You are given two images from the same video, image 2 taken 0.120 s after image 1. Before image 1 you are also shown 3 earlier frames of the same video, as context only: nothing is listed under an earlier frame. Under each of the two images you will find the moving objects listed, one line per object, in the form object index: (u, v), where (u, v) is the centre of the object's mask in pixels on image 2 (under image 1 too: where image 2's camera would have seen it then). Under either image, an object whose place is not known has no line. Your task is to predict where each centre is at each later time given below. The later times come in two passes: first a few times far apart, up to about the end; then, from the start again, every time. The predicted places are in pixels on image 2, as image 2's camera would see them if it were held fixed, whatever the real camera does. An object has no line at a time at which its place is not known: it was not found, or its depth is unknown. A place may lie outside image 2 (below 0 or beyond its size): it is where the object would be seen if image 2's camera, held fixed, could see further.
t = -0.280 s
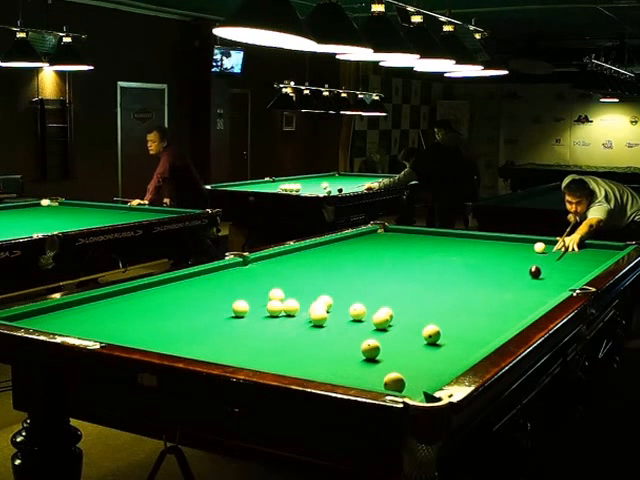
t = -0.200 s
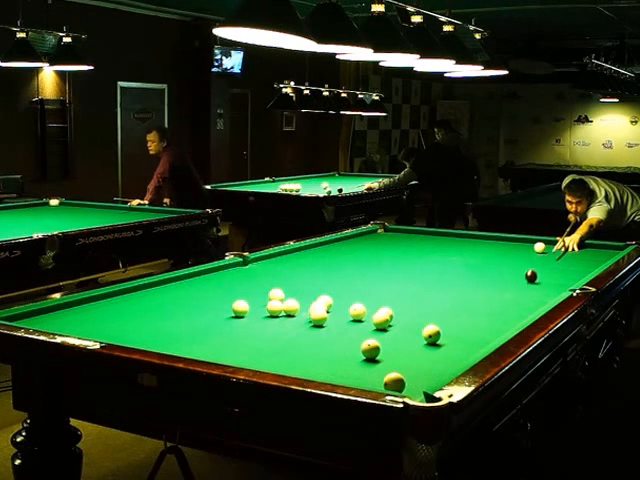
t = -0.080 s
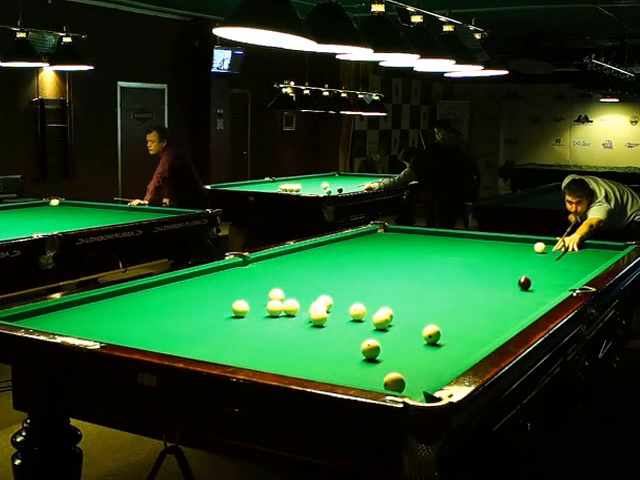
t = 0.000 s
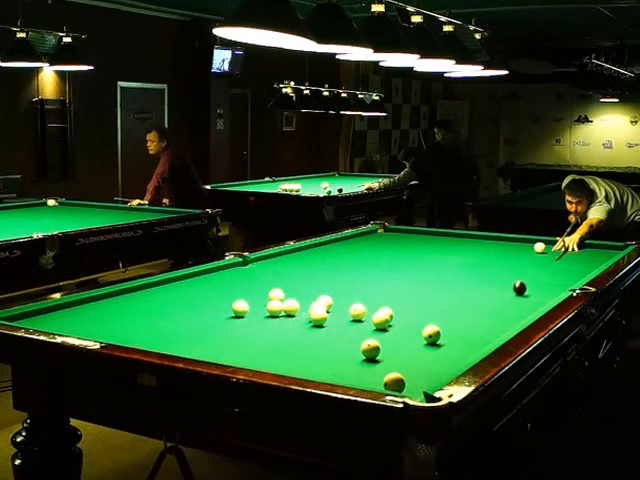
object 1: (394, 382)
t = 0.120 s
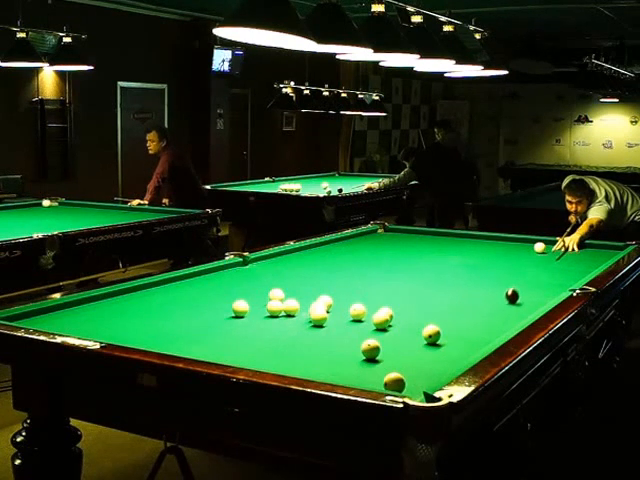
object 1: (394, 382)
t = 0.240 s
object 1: (394, 382)
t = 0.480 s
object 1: (394, 382)
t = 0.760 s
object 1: (394, 382)
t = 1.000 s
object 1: (394, 382)
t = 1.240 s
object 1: (378, 380)
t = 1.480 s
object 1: (362, 378)
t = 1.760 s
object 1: (346, 376)
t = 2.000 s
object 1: (333, 374)
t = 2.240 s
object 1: (321, 373)
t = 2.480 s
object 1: (314, 371)
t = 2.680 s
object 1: (310, 371)
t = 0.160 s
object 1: (394, 382)
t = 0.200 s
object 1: (394, 382)
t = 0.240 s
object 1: (394, 382)
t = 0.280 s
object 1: (394, 382)
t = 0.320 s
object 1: (394, 382)
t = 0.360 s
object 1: (394, 382)
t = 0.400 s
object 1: (394, 382)
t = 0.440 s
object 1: (394, 382)
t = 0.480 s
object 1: (394, 382)
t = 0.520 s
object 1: (394, 382)
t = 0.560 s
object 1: (394, 382)
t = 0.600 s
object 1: (394, 382)
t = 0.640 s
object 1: (394, 382)
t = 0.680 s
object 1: (394, 382)
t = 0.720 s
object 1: (394, 382)
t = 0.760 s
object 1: (394, 382)
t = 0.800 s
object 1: (394, 382)
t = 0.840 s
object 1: (394, 382)
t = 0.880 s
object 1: (394, 382)
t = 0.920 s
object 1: (394, 382)
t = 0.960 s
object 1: (394, 382)
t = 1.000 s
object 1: (394, 382)
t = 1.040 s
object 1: (392, 382)
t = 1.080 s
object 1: (389, 381)
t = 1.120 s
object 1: (386, 381)
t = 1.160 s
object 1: (383, 380)
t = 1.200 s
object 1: (380, 380)
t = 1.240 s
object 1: (378, 380)
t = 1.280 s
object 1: (375, 379)
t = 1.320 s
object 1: (373, 379)
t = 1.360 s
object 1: (370, 379)
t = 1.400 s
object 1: (367, 378)
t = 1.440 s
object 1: (364, 378)
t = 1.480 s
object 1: (362, 378)
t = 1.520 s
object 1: (360, 377)
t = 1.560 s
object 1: (357, 377)
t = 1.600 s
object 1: (355, 377)
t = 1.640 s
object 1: (352, 376)
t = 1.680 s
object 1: (350, 376)
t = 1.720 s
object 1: (348, 376)
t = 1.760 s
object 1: (346, 376)
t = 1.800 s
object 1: (344, 375)
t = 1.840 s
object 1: (341, 375)
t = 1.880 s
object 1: (339, 375)
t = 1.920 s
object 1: (337, 375)
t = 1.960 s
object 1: (335, 374)
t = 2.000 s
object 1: (333, 374)
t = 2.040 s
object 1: (331, 374)
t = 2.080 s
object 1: (329, 373)
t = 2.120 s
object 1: (327, 373)
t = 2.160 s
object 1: (325, 373)
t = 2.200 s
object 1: (323, 373)
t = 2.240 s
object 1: (321, 373)
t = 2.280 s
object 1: (319, 372)
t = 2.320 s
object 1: (318, 372)
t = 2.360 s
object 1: (317, 372)
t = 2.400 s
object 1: (316, 372)
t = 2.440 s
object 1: (315, 371)
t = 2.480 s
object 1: (314, 371)
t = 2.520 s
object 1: (314, 371)
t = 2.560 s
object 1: (312, 371)
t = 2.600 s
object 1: (312, 371)
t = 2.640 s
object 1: (311, 371)
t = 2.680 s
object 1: (310, 371)
